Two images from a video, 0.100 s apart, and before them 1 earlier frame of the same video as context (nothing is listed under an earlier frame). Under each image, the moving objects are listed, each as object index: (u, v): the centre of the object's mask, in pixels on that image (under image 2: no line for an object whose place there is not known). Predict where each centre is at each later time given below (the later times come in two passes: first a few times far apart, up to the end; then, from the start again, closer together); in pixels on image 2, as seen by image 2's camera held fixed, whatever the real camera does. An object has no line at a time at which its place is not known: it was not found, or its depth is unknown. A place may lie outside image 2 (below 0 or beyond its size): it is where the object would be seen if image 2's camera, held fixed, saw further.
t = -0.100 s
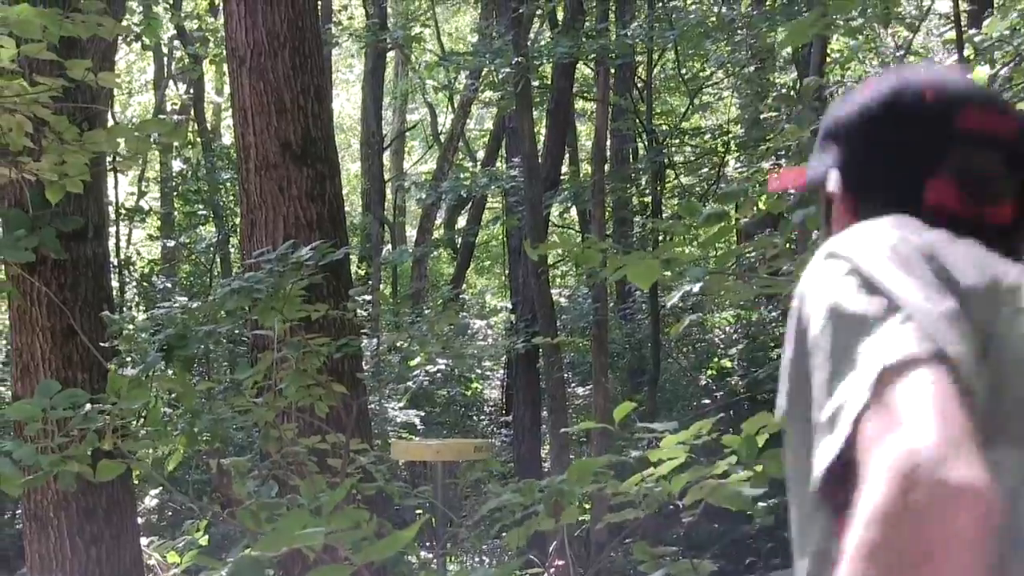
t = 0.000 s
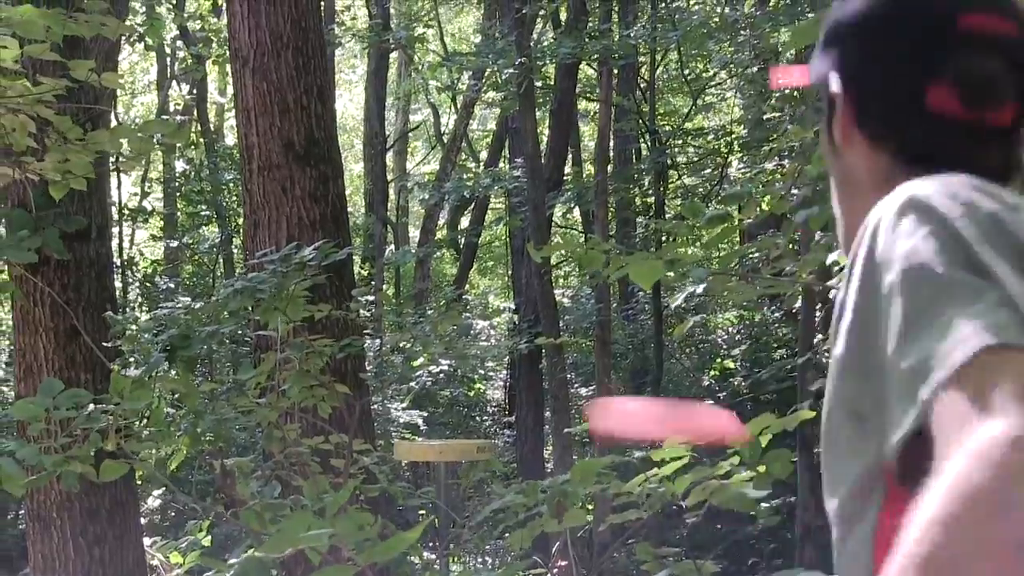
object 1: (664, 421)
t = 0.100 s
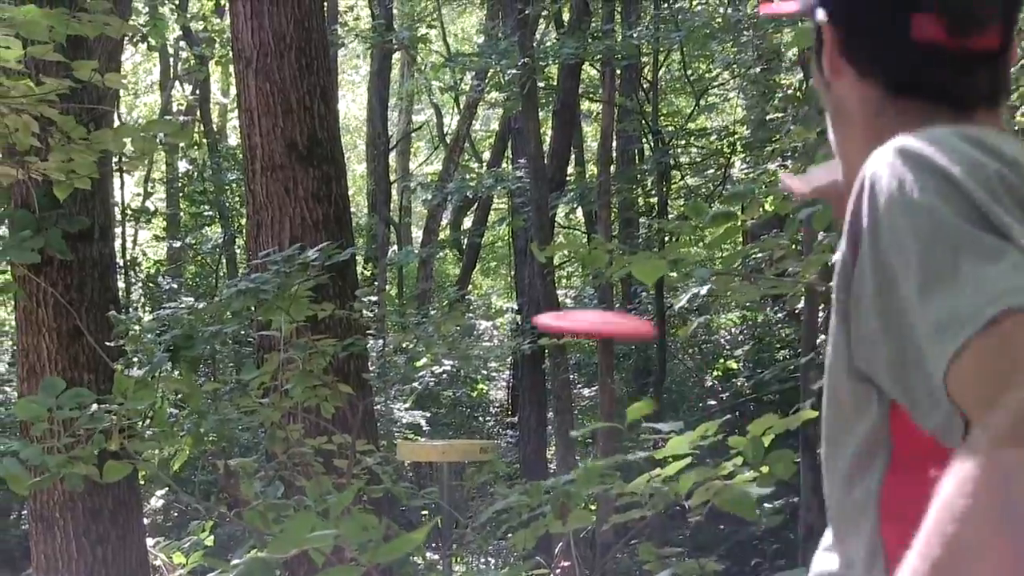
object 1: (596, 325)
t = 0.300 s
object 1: (526, 312)
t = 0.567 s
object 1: (492, 377)
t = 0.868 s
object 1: (477, 458)
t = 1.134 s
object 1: (459, 516)
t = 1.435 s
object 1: (463, 561)
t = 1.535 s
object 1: (460, 563)
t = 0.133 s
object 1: (579, 312)
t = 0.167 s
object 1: (563, 304)
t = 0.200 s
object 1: (555, 302)
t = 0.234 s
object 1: (542, 303)
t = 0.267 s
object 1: (535, 307)
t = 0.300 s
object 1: (526, 312)
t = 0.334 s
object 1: (520, 319)
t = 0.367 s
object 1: (515, 325)
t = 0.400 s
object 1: (517, 335)
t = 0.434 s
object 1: (505, 344)
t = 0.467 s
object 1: (510, 351)
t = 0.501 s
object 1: (501, 361)
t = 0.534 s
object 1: (494, 368)
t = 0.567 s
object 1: (492, 377)
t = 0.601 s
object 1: (488, 386)
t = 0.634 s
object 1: (487, 395)
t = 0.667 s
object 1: (485, 404)
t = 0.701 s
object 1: (483, 414)
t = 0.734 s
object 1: (482, 423)
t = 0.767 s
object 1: (481, 431)
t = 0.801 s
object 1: (480, 441)
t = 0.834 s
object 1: (478, 449)
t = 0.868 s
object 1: (477, 458)
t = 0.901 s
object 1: (471, 465)
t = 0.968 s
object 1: (475, 482)
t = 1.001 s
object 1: (470, 491)
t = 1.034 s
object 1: (468, 498)
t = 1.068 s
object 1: (465, 505)
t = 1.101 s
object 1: (463, 512)
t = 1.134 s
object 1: (459, 516)
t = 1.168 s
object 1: (457, 517)
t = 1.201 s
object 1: (457, 518)
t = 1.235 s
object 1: (457, 519)
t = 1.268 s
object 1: (457, 521)
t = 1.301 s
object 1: (459, 525)
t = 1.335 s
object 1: (460, 534)
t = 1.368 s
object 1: (460, 540)
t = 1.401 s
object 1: (464, 553)
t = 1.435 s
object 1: (463, 561)
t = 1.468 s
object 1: (462, 564)
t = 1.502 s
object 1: (461, 563)
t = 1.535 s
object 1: (460, 563)
